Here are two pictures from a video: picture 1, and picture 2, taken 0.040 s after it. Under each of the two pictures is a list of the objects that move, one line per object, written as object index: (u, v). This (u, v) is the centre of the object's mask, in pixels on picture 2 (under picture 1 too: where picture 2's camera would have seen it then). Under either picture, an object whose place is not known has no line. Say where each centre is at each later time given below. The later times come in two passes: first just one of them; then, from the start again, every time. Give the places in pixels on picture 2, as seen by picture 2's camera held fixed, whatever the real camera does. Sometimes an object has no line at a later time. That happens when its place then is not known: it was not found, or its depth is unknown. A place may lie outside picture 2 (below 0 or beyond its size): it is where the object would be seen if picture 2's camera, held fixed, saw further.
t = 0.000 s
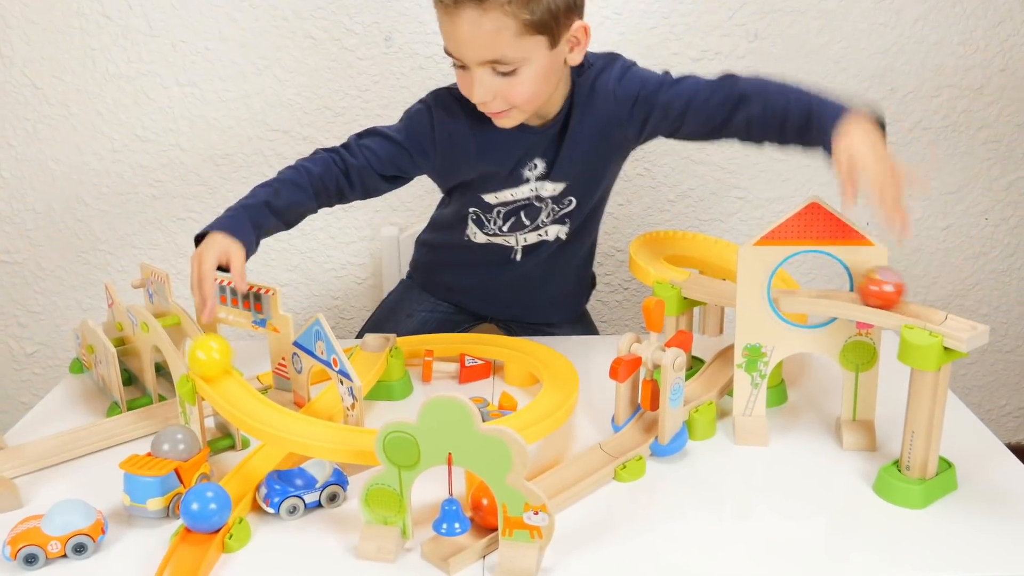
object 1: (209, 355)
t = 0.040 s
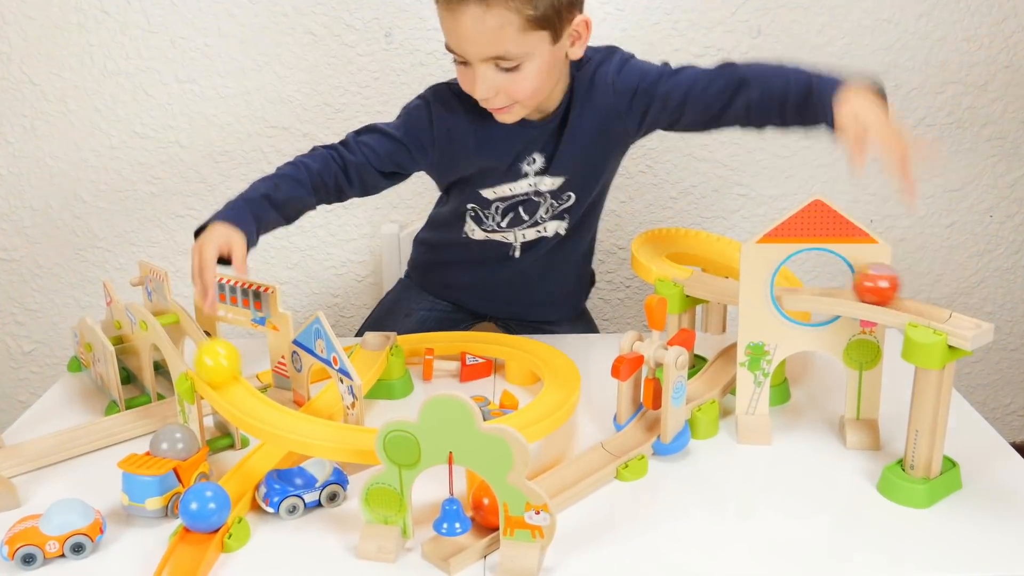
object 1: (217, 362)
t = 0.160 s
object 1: (241, 384)
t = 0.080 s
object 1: (224, 370)
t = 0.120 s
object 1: (229, 377)
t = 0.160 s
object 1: (241, 384)
